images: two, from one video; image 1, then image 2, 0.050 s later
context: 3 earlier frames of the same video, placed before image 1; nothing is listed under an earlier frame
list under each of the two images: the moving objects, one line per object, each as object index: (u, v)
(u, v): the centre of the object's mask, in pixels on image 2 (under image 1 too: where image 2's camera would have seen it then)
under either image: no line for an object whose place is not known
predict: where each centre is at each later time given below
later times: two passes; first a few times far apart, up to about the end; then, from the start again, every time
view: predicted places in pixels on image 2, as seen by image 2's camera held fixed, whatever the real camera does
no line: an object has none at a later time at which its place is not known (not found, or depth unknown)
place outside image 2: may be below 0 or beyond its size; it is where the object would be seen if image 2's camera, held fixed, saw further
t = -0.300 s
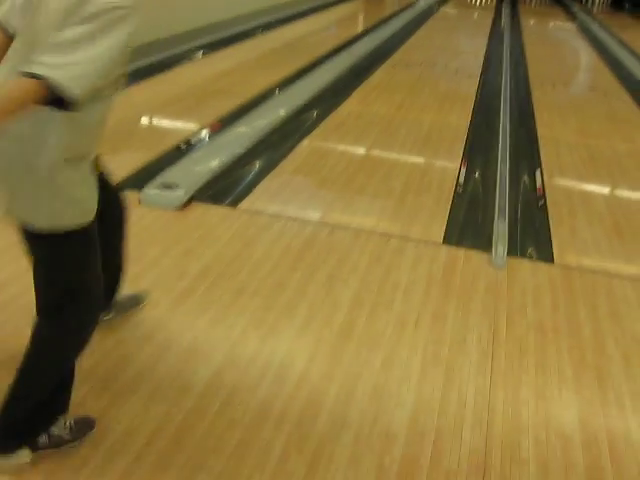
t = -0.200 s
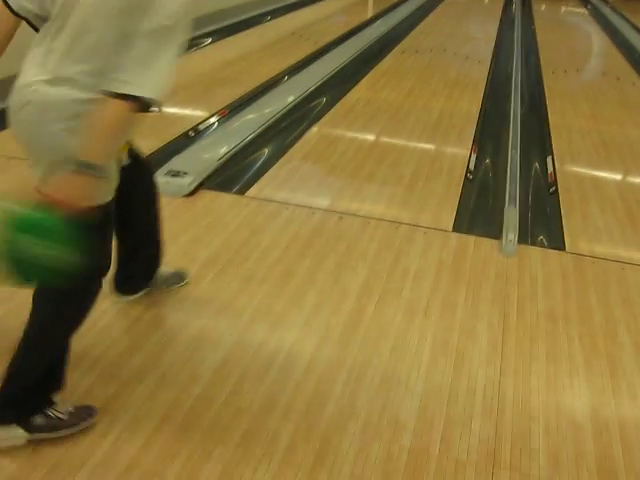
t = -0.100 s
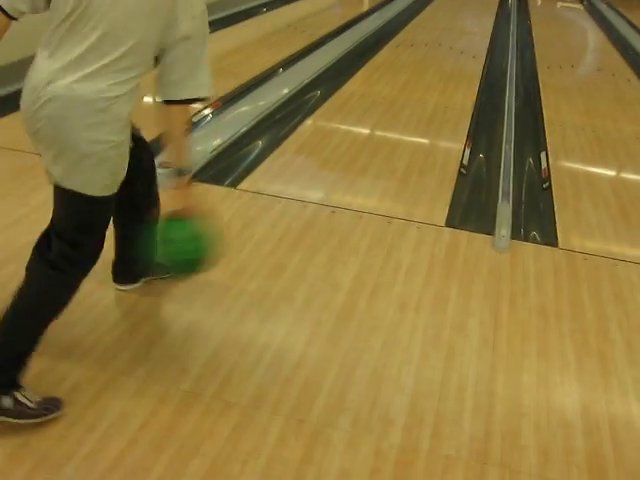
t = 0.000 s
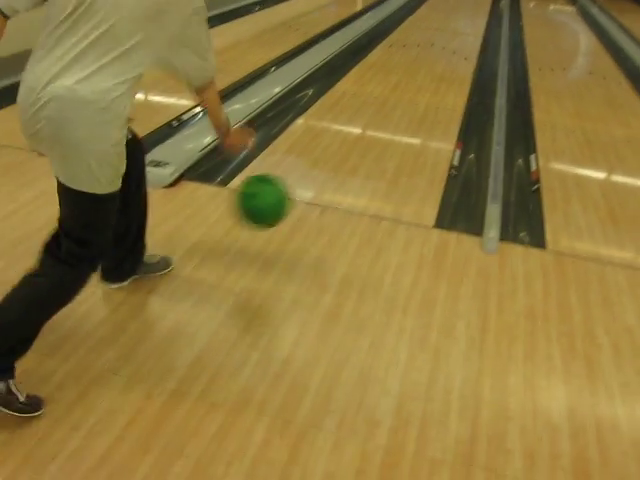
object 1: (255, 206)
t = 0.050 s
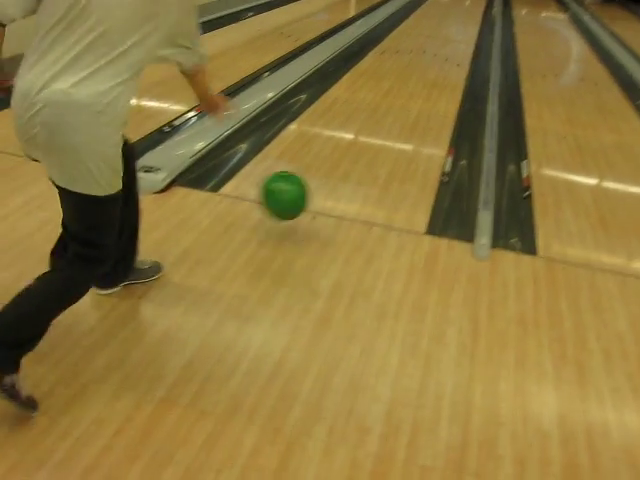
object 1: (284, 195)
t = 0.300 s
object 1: (377, 128)
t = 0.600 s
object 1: (433, 76)
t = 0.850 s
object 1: (459, 51)
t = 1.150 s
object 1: (479, 33)
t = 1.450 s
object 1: (483, 17)
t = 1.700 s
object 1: (487, 15)
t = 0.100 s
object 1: (308, 191)
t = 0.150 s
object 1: (330, 168)
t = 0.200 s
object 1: (349, 149)
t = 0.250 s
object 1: (364, 137)
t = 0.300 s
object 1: (377, 128)
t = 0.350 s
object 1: (390, 117)
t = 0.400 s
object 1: (400, 107)
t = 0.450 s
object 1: (409, 98)
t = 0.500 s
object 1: (418, 90)
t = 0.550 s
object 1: (426, 83)
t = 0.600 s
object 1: (433, 76)
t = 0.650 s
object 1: (439, 70)
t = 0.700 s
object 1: (445, 65)
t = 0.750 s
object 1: (450, 60)
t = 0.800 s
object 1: (455, 55)
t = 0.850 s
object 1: (459, 51)
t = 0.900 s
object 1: (463, 47)
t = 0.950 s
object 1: (467, 43)
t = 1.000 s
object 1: (470, 40)
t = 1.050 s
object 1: (472, 37)
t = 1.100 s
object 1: (477, 34)
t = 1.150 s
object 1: (479, 33)
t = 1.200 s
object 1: (482, 32)
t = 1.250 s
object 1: (484, 27)
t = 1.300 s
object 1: (484, 24)
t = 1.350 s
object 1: (483, 21)
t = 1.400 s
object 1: (483, 19)
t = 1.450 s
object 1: (483, 17)
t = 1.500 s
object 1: (484, 16)
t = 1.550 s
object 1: (486, 17)
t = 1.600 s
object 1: (487, 13)
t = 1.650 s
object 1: (486, 16)
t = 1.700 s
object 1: (487, 15)
